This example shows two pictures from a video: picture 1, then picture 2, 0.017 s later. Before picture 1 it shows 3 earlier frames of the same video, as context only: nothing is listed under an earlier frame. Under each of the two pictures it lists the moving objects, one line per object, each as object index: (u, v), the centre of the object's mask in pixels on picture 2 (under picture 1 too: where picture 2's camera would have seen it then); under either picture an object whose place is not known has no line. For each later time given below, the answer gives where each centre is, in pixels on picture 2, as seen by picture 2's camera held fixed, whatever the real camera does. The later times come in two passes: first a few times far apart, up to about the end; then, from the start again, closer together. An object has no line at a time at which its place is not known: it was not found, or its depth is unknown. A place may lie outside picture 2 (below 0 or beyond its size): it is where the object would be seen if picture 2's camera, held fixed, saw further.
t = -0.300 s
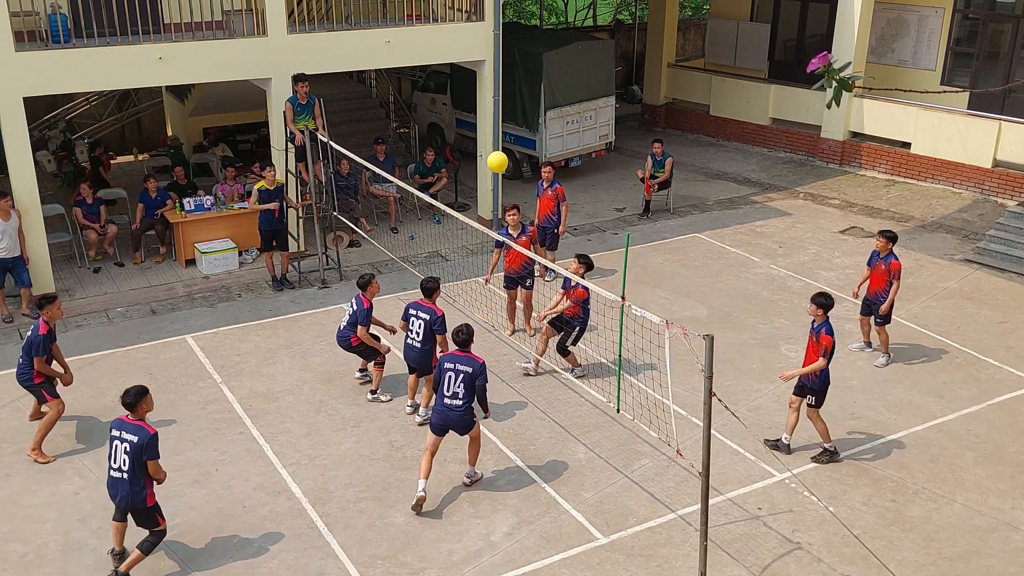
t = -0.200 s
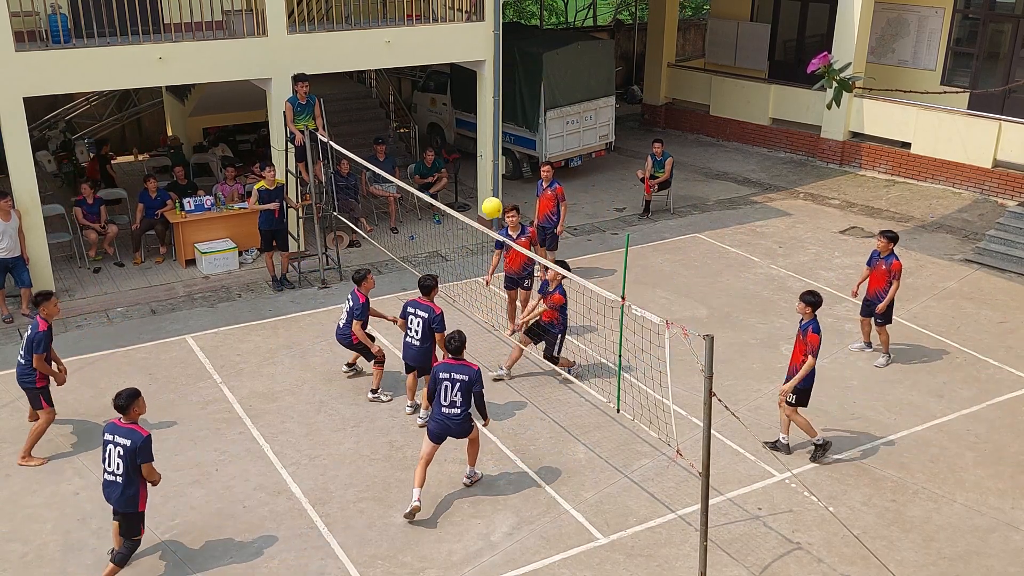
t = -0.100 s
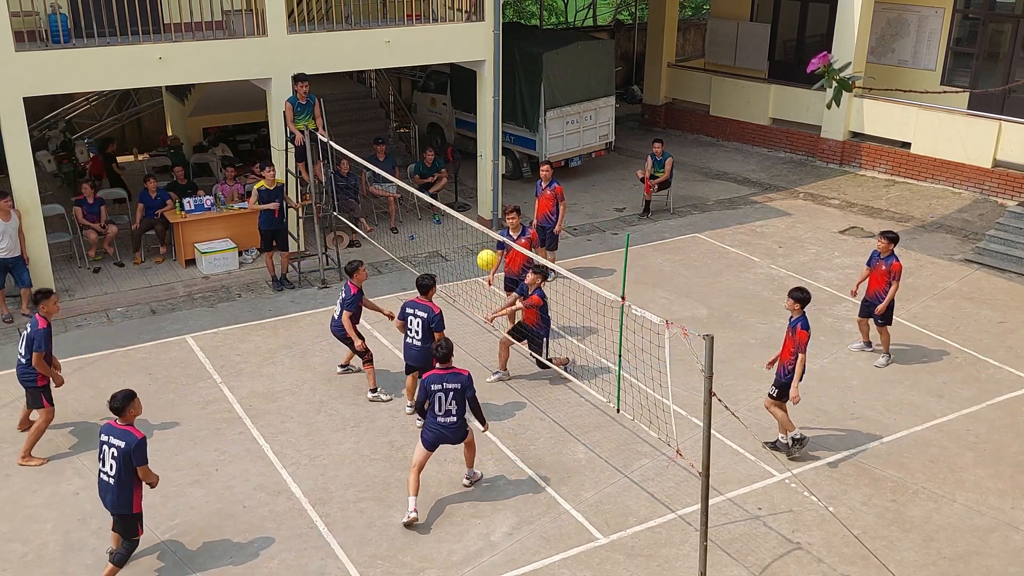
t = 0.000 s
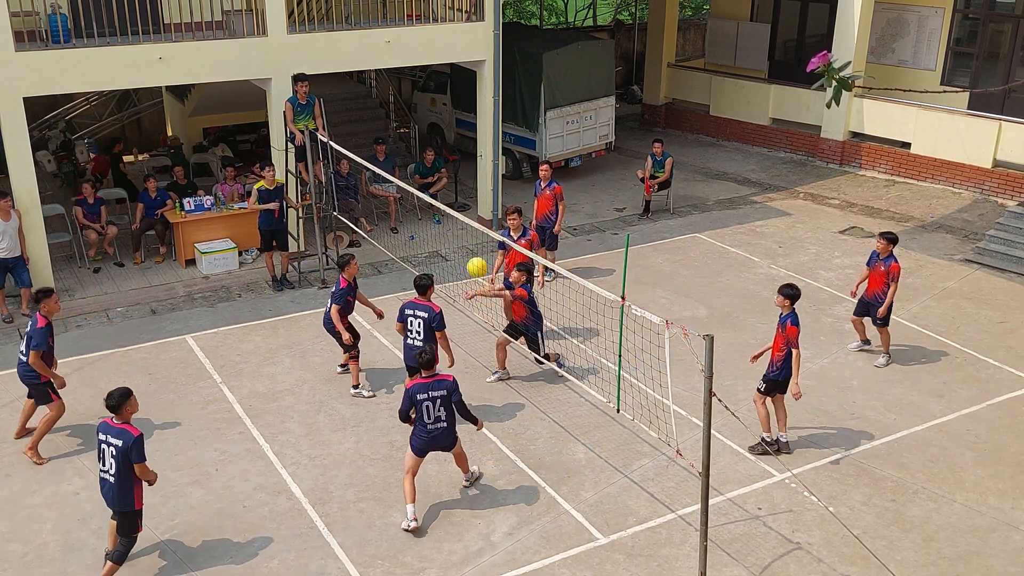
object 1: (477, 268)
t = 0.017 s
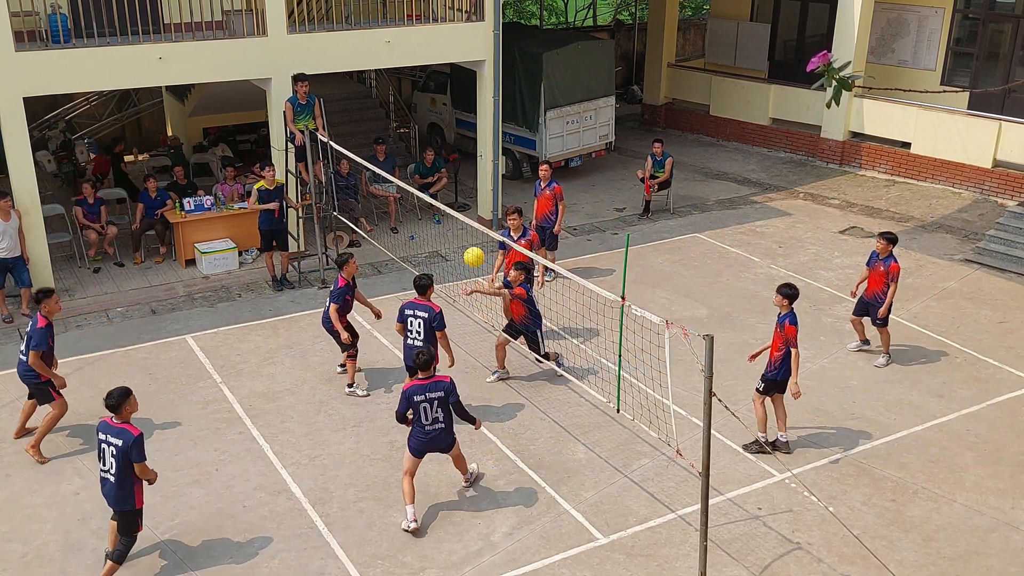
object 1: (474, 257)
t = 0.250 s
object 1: (438, 135)
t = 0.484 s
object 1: (402, 55)
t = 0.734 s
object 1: (363, 30)
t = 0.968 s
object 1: (326, 74)
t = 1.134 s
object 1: (302, 148)
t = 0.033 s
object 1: (471, 247)
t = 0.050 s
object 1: (468, 237)
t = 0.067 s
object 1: (464, 229)
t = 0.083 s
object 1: (462, 217)
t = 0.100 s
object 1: (460, 206)
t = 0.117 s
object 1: (456, 199)
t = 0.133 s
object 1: (454, 191)
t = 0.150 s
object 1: (452, 182)
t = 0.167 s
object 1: (449, 174)
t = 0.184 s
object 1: (447, 166)
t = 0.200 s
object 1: (445, 158)
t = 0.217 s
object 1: (442, 150)
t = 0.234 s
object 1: (440, 142)
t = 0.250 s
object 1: (438, 135)
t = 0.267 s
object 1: (435, 127)
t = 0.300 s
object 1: (430, 113)
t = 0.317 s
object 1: (428, 106)
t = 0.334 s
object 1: (425, 100)
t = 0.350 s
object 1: (423, 94)
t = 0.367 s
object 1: (420, 88)
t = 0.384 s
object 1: (418, 83)
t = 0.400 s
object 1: (415, 77)
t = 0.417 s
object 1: (412, 72)
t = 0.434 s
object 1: (410, 68)
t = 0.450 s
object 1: (407, 63)
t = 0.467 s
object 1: (405, 59)
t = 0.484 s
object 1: (402, 55)
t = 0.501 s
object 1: (400, 51)
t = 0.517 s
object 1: (397, 48)
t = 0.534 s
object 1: (395, 45)
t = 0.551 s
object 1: (392, 42)
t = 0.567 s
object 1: (390, 39)
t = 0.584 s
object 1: (387, 37)
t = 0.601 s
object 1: (385, 34)
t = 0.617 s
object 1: (382, 33)
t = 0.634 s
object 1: (379, 31)
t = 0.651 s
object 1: (376, 30)
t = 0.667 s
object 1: (374, 29)
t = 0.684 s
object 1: (371, 29)
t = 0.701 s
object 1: (368, 29)
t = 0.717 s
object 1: (366, 29)
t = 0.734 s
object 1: (363, 30)
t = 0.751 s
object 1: (360, 31)
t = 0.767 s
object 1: (358, 33)
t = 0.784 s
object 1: (355, 34)
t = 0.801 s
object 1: (352, 36)
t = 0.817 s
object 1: (350, 39)
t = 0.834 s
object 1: (347, 41)
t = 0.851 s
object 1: (344, 44)
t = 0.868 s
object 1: (342, 47)
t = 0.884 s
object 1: (339, 51)
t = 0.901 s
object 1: (337, 55)
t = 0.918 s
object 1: (334, 59)
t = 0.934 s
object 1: (332, 64)
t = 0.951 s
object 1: (329, 69)
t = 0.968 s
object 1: (326, 74)
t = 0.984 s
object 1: (323, 80)
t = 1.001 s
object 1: (321, 86)
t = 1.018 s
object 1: (319, 93)
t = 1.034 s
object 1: (316, 100)
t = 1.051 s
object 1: (314, 107)
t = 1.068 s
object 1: (311, 115)
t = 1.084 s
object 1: (309, 123)
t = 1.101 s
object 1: (306, 131)
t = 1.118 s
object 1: (304, 140)
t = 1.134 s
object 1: (302, 148)
